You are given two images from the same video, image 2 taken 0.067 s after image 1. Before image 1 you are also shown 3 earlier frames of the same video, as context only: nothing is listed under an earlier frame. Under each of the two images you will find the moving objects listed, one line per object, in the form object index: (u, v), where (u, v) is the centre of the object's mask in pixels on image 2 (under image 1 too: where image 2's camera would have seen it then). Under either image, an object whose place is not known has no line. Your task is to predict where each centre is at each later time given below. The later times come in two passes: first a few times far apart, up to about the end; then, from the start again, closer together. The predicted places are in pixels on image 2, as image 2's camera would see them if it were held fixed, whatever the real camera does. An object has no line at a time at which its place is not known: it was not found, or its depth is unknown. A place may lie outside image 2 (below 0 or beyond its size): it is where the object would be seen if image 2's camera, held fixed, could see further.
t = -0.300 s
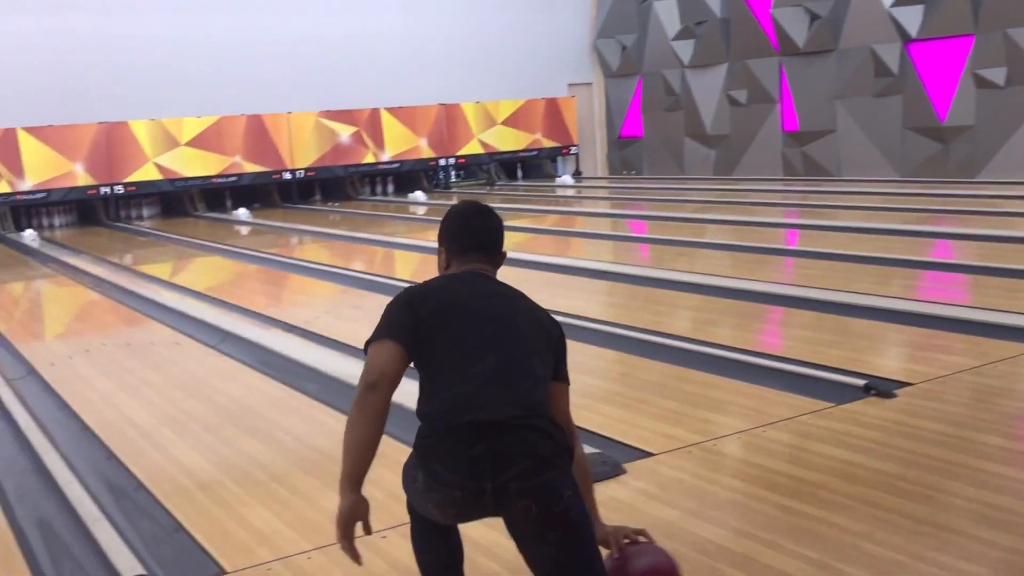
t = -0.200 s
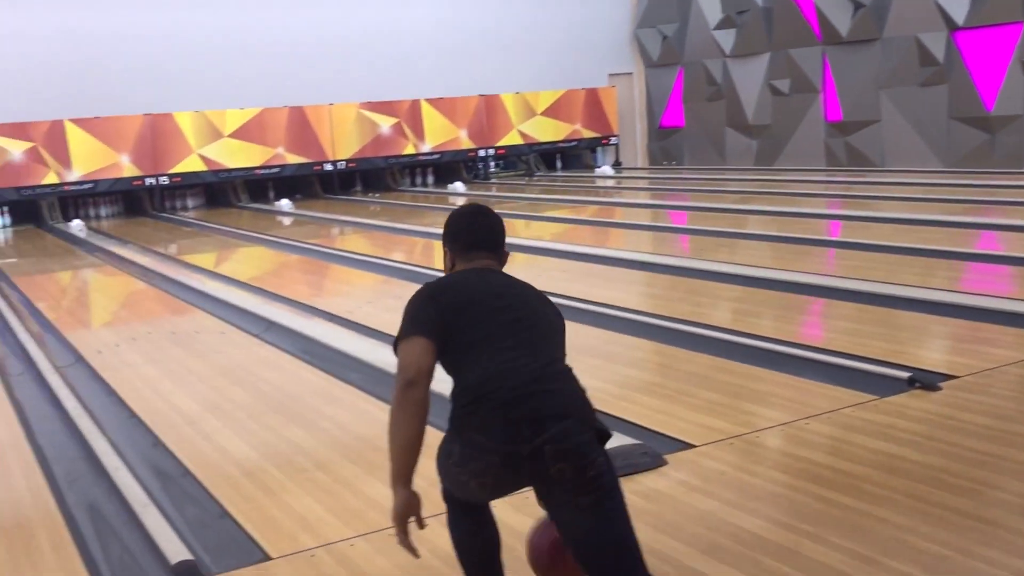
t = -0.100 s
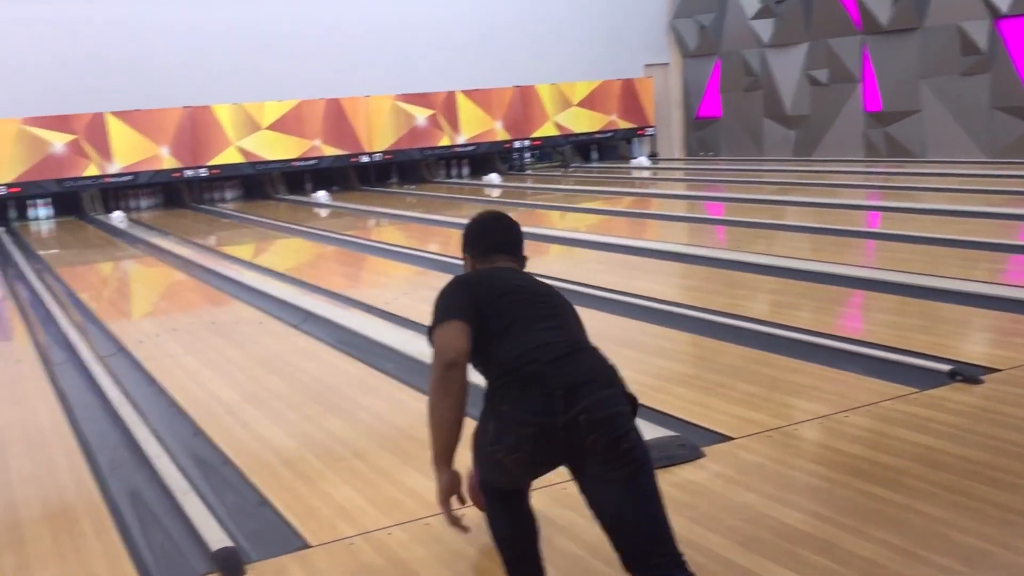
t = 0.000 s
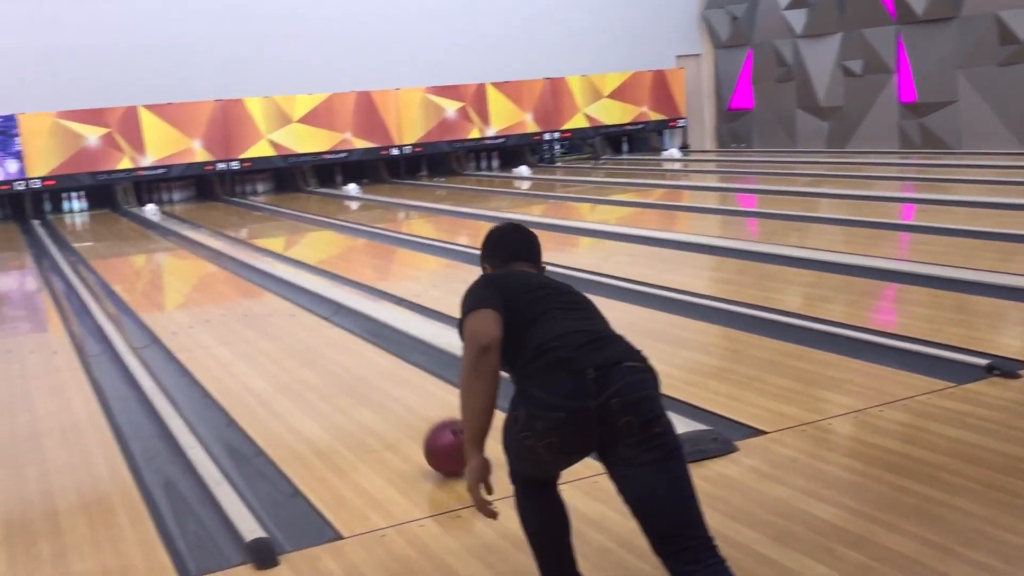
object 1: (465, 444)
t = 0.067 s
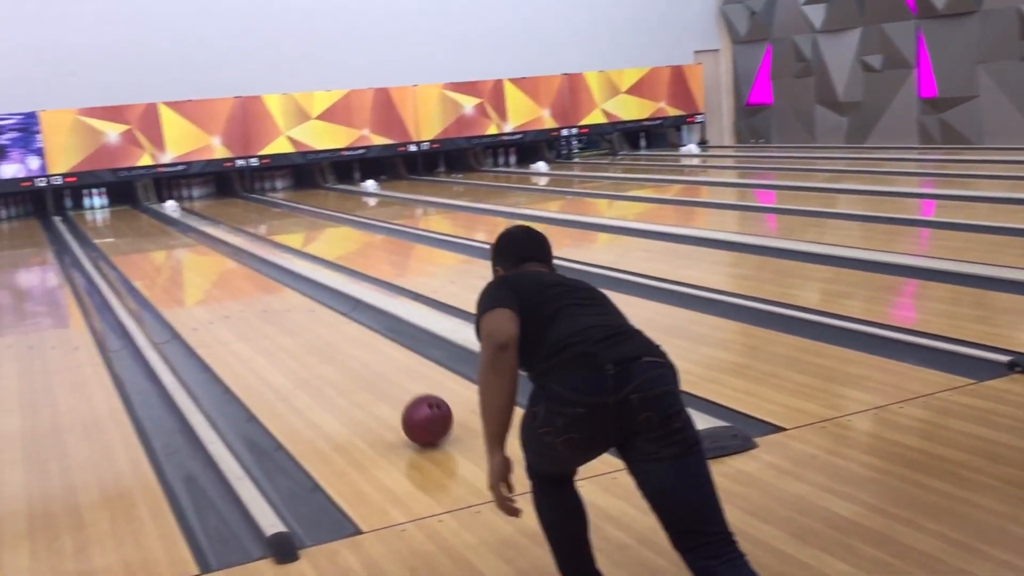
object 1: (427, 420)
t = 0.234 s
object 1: (345, 377)
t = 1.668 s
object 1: (106, 249)
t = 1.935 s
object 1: (91, 243)
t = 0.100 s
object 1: (408, 410)
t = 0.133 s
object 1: (390, 401)
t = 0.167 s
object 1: (374, 392)
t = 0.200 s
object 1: (359, 384)
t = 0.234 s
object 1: (345, 377)
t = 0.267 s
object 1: (332, 370)
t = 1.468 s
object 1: (122, 256)
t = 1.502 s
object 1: (119, 254)
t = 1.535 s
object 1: (116, 253)
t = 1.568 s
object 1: (114, 252)
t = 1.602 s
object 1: (111, 251)
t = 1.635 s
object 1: (109, 250)
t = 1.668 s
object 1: (106, 249)
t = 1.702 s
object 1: (103, 248)
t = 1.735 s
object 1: (100, 248)
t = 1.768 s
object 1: (98, 249)
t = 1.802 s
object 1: (95, 250)
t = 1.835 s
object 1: (93, 248)
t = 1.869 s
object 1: (92, 245)
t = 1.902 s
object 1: (91, 244)
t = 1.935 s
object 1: (91, 243)
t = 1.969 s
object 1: (90, 243)
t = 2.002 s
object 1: (88, 243)
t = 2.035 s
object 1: (86, 242)
